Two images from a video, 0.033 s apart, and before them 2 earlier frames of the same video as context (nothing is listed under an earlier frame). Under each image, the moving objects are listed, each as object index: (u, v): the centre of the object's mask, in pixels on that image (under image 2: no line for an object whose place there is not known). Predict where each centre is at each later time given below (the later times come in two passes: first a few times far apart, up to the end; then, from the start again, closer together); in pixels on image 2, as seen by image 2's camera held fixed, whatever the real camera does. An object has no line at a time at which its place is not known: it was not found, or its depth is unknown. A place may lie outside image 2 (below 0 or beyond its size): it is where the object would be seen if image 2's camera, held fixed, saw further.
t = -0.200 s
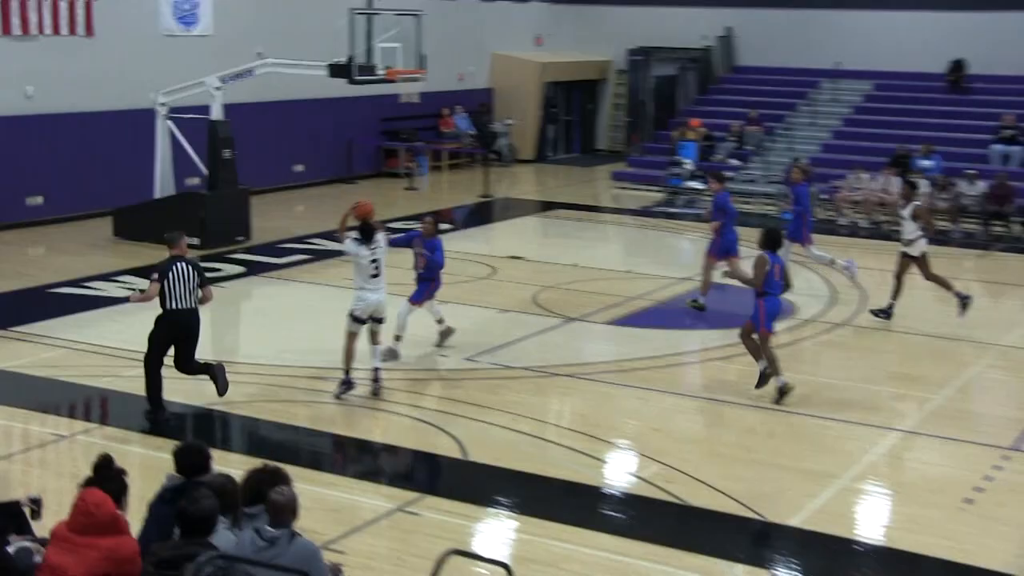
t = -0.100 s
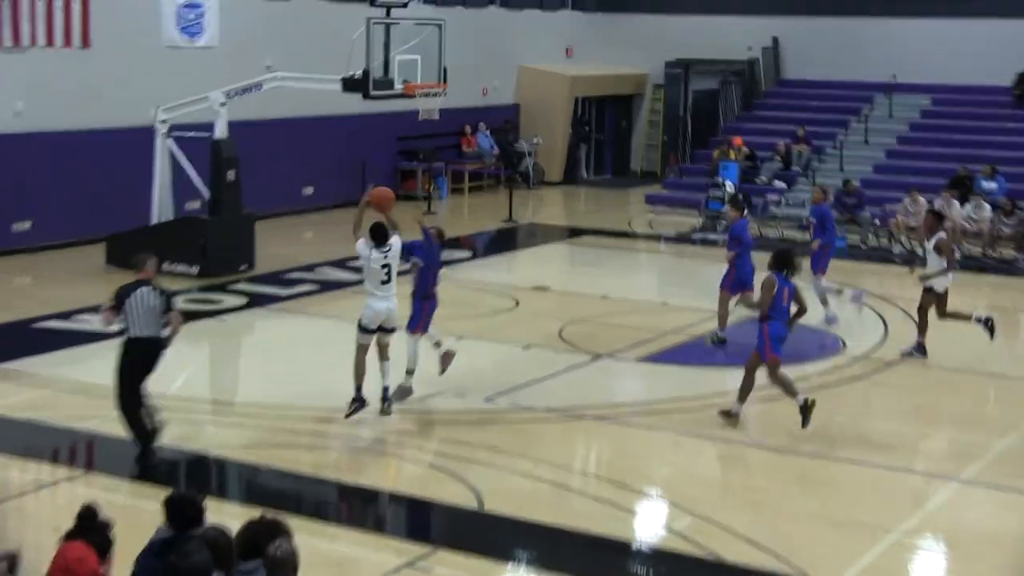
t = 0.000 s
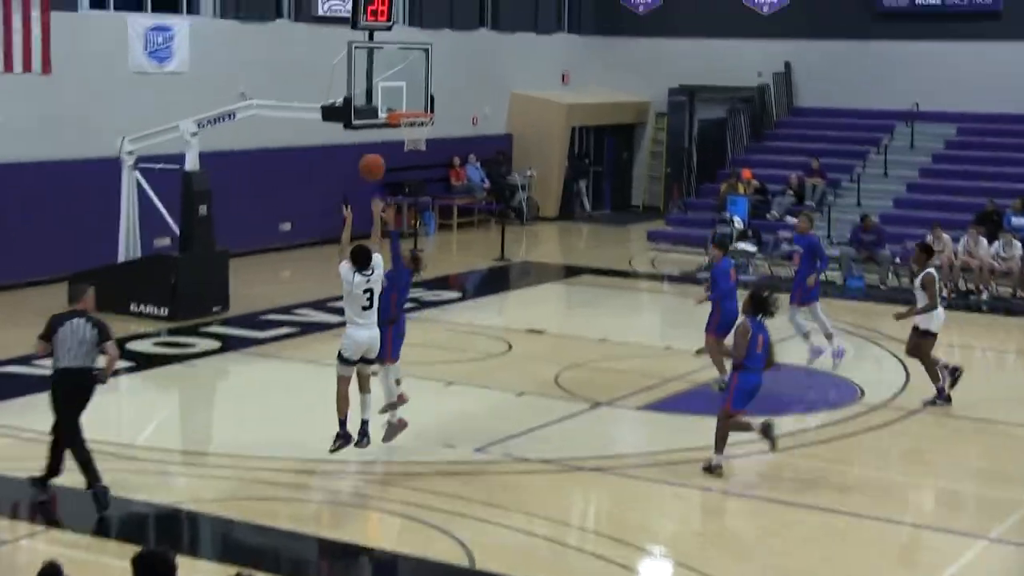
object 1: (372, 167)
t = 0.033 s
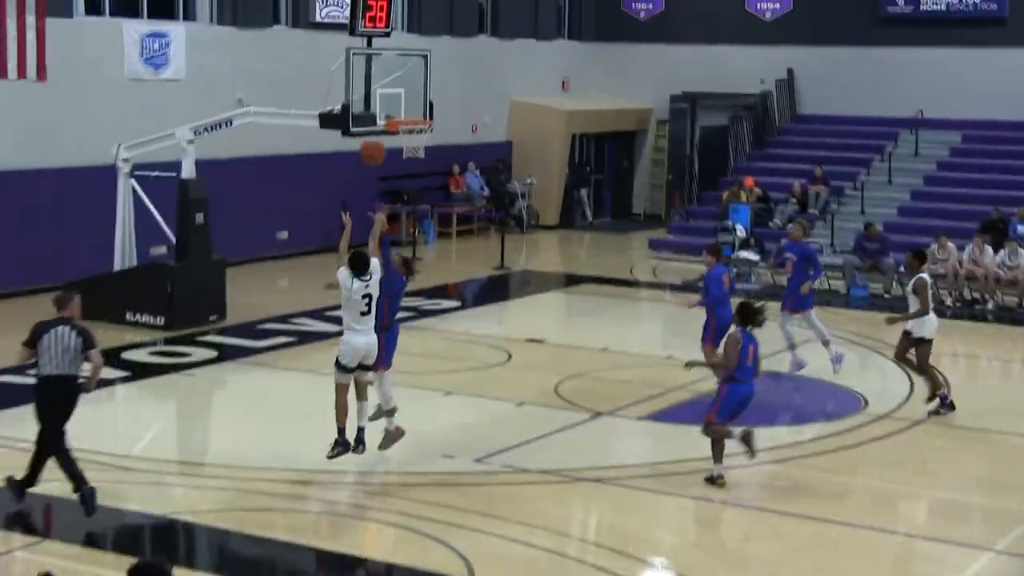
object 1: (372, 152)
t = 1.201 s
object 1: (424, 108)
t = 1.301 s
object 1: (427, 98)
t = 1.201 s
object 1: (424, 108)
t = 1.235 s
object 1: (425, 112)
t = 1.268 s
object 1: (426, 106)
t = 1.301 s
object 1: (427, 98)
